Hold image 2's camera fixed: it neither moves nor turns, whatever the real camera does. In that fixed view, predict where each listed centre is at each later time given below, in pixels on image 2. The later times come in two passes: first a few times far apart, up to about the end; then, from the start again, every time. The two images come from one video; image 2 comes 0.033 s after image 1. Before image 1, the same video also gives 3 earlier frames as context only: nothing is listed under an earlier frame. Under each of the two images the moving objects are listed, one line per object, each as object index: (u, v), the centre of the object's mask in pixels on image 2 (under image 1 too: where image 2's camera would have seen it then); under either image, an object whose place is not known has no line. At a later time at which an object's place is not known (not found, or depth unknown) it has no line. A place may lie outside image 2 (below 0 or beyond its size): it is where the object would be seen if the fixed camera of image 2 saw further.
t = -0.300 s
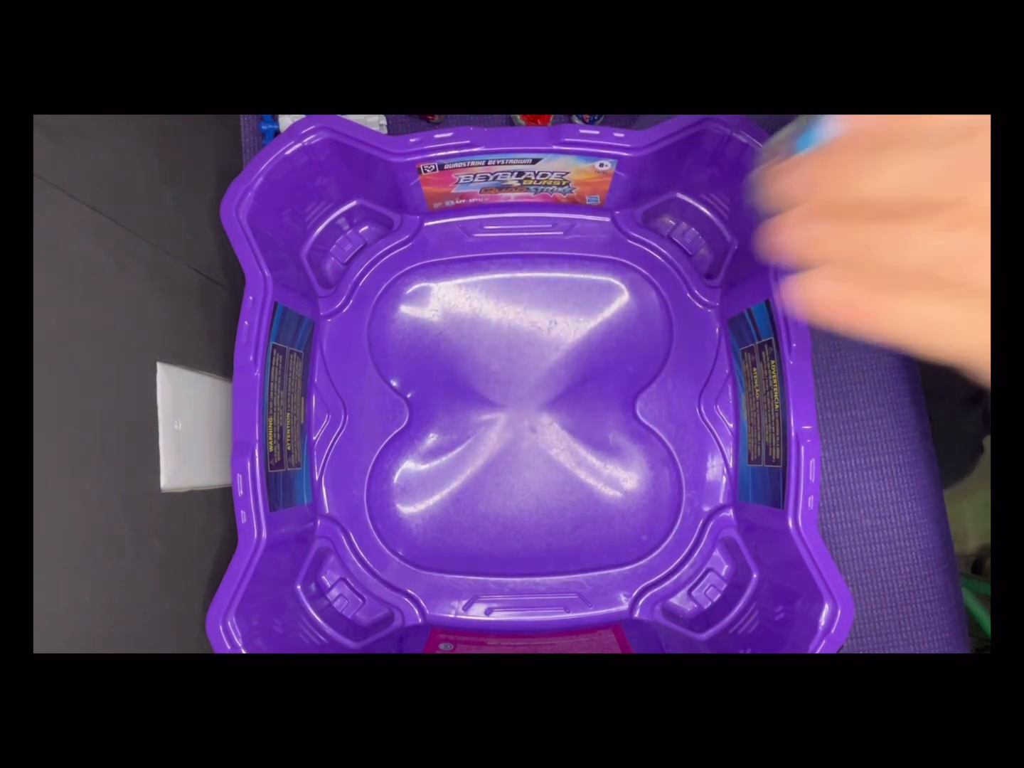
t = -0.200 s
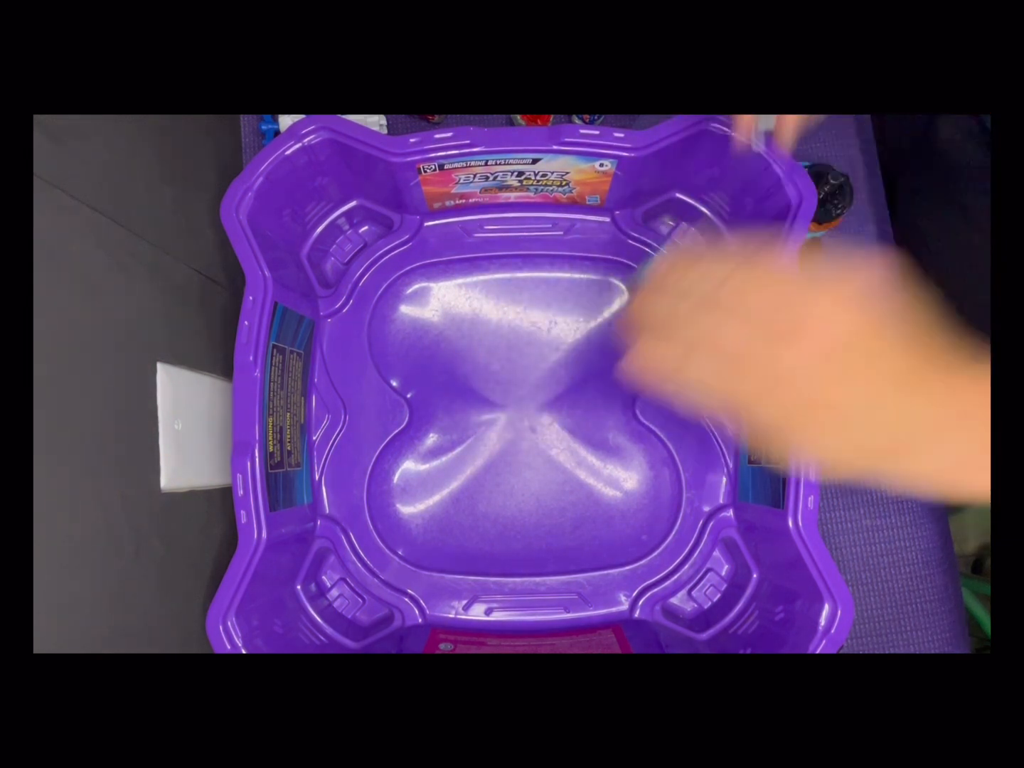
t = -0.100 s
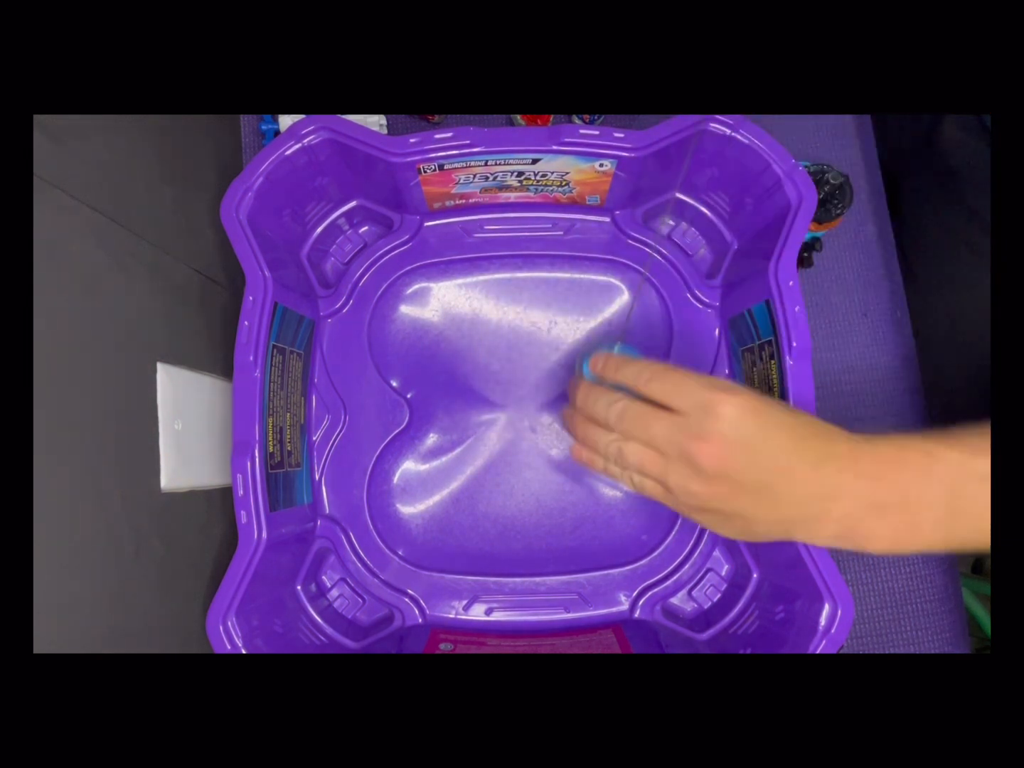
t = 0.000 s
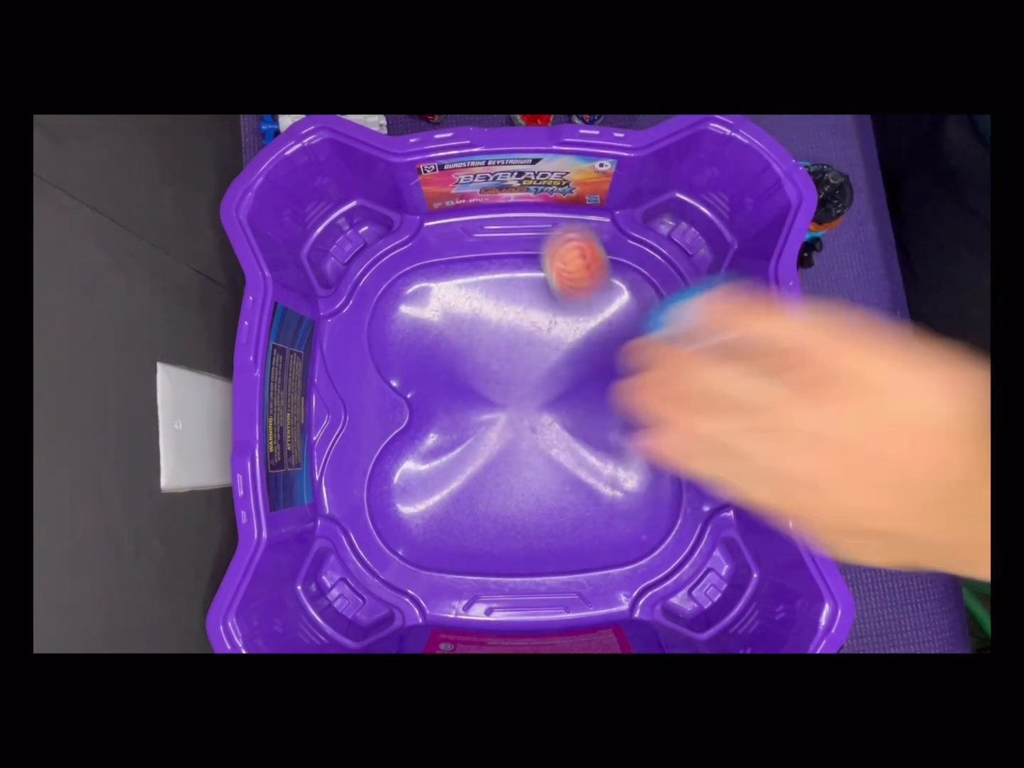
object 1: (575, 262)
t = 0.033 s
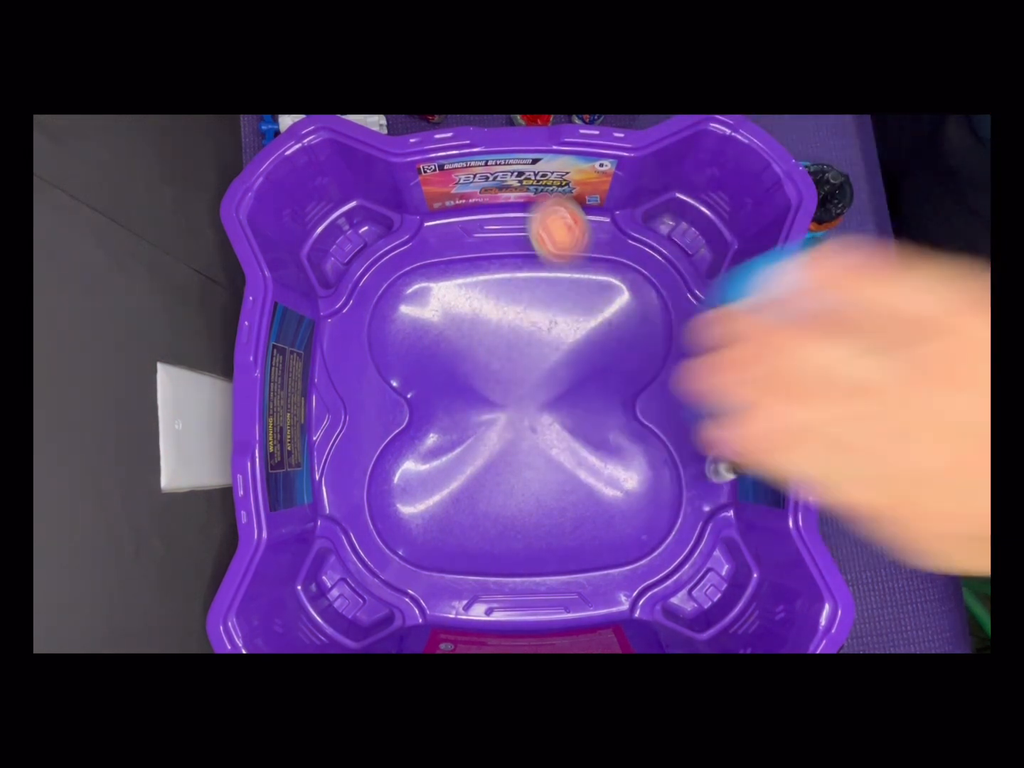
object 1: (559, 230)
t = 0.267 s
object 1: (460, 335)
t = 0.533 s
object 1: (543, 485)
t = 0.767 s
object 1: (672, 485)
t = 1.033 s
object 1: (542, 434)
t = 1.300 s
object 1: (543, 486)
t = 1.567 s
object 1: (672, 522)
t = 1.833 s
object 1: (542, 432)
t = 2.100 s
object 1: (459, 522)
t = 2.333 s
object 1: (543, 553)
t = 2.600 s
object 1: (602, 474)
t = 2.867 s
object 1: (464, 455)
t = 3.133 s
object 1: (429, 559)
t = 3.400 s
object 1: (543, 456)
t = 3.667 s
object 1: (459, 343)
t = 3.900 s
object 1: (391, 366)
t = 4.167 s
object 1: (531, 395)
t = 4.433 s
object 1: (545, 301)
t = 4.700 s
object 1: (420, 292)
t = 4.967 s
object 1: (482, 396)
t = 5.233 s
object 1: (604, 359)
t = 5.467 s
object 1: (583, 281)
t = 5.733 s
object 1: (495, 376)
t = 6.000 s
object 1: (562, 480)
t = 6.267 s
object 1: (648, 463)
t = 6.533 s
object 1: (519, 430)
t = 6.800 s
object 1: (489, 517)
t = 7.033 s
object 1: (580, 537)
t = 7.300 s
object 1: (578, 436)
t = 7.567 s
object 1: (469, 407)
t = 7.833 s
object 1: (422, 501)
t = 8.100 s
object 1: (507, 476)
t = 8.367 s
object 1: (509, 369)
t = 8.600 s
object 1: (436, 317)
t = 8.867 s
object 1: (458, 381)
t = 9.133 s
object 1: (558, 359)
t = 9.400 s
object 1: (514, 305)
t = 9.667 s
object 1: (473, 382)
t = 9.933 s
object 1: (564, 450)
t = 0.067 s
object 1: (542, 224)
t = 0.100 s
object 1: (525, 241)
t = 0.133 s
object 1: (510, 251)
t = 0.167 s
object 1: (495, 267)
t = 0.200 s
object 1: (480, 287)
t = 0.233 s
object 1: (467, 313)
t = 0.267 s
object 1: (460, 335)
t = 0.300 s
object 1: (453, 361)
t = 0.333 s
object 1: (457, 380)
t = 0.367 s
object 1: (462, 399)
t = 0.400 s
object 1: (469, 422)
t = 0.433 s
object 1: (485, 442)
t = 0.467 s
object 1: (502, 460)
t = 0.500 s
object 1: (520, 472)
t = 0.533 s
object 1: (543, 485)
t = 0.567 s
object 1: (567, 497)
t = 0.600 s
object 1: (594, 507)
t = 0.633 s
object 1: (622, 516)
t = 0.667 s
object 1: (649, 517)
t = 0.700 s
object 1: (667, 509)
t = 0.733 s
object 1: (680, 498)
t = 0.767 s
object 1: (672, 485)
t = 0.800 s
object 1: (657, 470)
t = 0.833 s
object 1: (640, 458)
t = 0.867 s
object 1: (621, 448)
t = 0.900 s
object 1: (604, 442)
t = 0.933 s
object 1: (587, 438)
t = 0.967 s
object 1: (570, 435)
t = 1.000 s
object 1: (555, 435)
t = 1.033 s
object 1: (542, 434)
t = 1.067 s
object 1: (532, 436)
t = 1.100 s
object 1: (525, 439)
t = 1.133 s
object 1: (521, 443)
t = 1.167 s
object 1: (520, 449)
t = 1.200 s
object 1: (522, 456)
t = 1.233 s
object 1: (526, 465)
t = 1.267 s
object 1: (533, 475)
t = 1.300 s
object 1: (543, 486)
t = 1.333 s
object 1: (554, 499)
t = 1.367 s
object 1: (569, 512)
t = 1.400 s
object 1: (585, 523)
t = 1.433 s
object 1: (604, 533)
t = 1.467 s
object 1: (623, 540)
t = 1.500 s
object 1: (643, 543)
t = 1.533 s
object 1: (661, 538)
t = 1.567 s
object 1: (672, 522)
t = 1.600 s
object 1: (673, 500)
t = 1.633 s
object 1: (669, 476)
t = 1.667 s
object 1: (658, 455)
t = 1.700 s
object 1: (638, 439)
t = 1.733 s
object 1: (615, 432)
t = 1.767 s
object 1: (590, 428)
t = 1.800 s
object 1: (566, 428)
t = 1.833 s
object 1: (542, 432)
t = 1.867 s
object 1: (522, 438)
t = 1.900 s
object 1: (505, 445)
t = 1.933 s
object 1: (490, 455)
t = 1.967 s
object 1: (478, 466)
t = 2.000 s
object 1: (468, 478)
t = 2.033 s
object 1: (462, 492)
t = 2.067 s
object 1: (460, 508)
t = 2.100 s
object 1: (459, 522)
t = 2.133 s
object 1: (462, 537)
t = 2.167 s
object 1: (468, 549)
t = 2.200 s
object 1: (479, 560)
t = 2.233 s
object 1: (492, 565)
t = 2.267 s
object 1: (508, 564)
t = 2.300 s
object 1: (526, 561)
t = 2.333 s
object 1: (543, 553)
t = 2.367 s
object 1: (559, 543)
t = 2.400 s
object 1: (575, 534)
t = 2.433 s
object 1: (589, 523)
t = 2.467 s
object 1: (599, 515)
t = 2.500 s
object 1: (608, 506)
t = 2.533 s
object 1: (612, 496)
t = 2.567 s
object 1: (610, 485)
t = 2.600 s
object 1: (602, 474)
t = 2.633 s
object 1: (589, 464)
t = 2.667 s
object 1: (573, 457)
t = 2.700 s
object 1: (553, 450)
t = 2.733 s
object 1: (535, 447)
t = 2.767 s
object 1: (517, 447)
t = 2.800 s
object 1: (498, 447)
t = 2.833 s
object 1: (481, 450)
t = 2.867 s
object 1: (464, 455)
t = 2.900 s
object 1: (448, 464)
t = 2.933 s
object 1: (432, 476)
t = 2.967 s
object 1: (418, 492)
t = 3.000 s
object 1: (407, 507)
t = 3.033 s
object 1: (401, 525)
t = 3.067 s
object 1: (403, 541)
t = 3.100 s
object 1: (413, 552)
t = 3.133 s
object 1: (429, 559)
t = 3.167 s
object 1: (450, 559)
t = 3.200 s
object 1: (472, 554)
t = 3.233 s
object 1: (494, 546)
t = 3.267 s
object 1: (512, 532)
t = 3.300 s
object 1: (526, 515)
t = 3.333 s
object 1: (536, 497)
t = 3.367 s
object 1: (541, 476)
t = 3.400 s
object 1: (543, 456)
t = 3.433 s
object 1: (541, 437)
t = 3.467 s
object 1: (535, 420)
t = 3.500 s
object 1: (527, 405)
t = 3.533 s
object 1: (517, 390)
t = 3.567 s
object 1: (504, 377)
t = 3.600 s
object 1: (490, 364)
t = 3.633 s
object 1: (475, 352)
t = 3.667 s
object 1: (459, 343)
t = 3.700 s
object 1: (443, 337)
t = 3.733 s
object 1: (427, 333)
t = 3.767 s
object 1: (412, 332)
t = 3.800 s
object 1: (398, 336)
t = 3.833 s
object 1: (389, 343)
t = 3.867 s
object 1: (386, 353)
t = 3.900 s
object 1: (391, 366)
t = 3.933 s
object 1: (404, 377)
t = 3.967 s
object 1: (423, 385)
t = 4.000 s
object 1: (442, 391)
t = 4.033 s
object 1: (462, 397)
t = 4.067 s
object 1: (482, 401)
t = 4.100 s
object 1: (501, 402)
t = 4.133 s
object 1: (518, 400)
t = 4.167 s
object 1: (531, 395)
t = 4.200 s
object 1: (542, 388)
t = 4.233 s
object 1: (550, 379)
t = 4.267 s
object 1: (555, 368)
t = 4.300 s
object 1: (558, 356)
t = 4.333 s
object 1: (558, 342)
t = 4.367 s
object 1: (556, 327)
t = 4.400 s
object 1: (552, 314)
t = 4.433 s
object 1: (545, 301)
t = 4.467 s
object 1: (535, 290)
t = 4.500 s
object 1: (523, 281)
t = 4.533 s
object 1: (509, 274)
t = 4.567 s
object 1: (492, 271)
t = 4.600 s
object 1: (475, 271)
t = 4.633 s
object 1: (456, 275)
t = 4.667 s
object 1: (437, 283)
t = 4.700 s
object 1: (420, 292)
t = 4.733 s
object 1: (406, 305)
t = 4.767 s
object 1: (398, 322)
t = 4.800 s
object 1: (399, 340)
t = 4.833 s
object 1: (408, 357)
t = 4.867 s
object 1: (422, 369)
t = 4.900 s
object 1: (441, 379)
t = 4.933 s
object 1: (461, 388)
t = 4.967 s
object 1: (482, 396)
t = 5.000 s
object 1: (503, 403)
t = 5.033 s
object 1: (523, 406)
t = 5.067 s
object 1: (542, 407)
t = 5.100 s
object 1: (558, 404)
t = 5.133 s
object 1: (572, 397)
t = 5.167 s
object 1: (584, 386)
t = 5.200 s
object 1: (595, 373)
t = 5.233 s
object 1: (604, 359)
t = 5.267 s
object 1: (613, 344)
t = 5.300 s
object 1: (620, 328)
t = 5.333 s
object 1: (623, 312)
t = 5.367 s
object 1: (621, 298)
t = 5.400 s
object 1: (612, 287)
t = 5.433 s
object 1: (599, 282)
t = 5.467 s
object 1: (583, 281)
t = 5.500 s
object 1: (566, 284)
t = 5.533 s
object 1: (550, 290)
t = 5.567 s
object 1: (534, 299)
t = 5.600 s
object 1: (520, 311)
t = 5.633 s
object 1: (508, 326)
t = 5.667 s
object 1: (500, 343)
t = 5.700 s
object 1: (496, 359)
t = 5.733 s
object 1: (495, 376)
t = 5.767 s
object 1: (496, 391)
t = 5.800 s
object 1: (501, 405)
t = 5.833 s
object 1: (509, 421)
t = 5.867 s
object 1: (516, 435)
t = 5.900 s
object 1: (526, 448)
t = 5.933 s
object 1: (536, 460)
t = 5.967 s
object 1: (549, 470)
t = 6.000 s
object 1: (562, 480)
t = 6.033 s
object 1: (576, 488)
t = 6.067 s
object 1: (592, 494)
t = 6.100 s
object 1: (608, 498)
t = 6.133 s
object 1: (623, 499)
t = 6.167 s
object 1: (636, 495)
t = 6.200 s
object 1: (645, 487)
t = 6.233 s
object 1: (650, 476)
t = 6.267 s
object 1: (648, 463)
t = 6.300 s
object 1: (639, 452)
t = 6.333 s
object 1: (624, 444)
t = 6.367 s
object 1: (606, 438)
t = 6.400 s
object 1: (588, 432)
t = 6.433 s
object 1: (568, 427)
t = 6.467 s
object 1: (550, 425)
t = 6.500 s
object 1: (533, 426)
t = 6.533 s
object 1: (519, 430)
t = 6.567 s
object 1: (507, 435)
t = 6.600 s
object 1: (497, 444)
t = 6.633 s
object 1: (490, 456)
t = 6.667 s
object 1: (485, 467)
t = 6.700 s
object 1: (483, 480)
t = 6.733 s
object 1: (483, 493)
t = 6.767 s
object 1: (485, 505)
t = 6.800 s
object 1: (489, 517)
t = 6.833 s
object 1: (497, 527)
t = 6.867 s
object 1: (507, 536)
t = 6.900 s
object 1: (520, 542)
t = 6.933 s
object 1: (534, 545)
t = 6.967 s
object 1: (549, 545)
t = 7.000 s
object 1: (565, 543)
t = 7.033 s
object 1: (580, 537)
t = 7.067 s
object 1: (594, 531)
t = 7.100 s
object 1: (606, 521)
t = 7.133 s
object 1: (616, 508)
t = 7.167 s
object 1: (620, 492)
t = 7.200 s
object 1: (618, 476)
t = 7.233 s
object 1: (607, 461)
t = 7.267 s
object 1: (594, 448)
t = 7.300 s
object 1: (578, 436)
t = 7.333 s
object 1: (561, 426)
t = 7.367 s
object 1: (544, 417)
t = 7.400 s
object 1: (528, 410)
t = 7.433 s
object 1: (513, 405)
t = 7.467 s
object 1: (498, 402)
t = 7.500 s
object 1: (486, 401)
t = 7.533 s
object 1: (476, 402)
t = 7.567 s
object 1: (469, 407)
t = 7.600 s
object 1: (462, 414)
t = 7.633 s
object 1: (456, 423)
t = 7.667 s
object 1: (449, 433)
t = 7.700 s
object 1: (443, 445)
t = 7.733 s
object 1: (438, 459)
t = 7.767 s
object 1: (431, 473)
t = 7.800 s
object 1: (424, 488)
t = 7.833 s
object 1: (422, 501)
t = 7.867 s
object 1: (425, 513)
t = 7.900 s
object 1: (434, 521)
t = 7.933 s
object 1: (446, 524)
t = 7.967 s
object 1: (460, 519)
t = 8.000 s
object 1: (474, 512)
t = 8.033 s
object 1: (487, 502)
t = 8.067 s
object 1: (498, 490)
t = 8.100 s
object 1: (507, 476)
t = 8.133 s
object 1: (513, 462)
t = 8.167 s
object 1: (518, 448)
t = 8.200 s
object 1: (520, 435)
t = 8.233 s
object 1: (520, 421)
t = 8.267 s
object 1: (519, 407)
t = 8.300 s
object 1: (516, 394)
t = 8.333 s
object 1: (513, 382)
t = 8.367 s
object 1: (509, 369)
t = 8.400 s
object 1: (503, 357)
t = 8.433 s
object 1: (495, 347)
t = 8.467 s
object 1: (486, 337)
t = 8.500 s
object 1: (475, 330)
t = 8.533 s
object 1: (463, 323)
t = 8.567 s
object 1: (450, 319)
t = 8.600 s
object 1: (436, 317)
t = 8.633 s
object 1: (423, 318)
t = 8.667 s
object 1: (412, 325)
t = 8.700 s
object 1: (406, 335)
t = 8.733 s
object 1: (406, 347)
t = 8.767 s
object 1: (413, 359)
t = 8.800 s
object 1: (425, 368)
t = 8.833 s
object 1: (441, 375)
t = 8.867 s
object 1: (458, 381)
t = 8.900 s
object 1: (477, 388)
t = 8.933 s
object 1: (495, 392)
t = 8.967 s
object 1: (511, 392)
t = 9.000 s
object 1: (524, 390)
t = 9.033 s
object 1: (535, 386)
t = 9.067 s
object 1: (545, 379)
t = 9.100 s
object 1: (552, 370)
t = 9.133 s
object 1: (558, 359)
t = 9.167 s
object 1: (561, 349)
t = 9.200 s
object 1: (562, 338)
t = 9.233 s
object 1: (560, 328)
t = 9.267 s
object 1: (554, 320)
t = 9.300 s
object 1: (547, 313)
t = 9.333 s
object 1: (537, 308)
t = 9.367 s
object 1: (526, 305)
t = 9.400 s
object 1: (514, 305)
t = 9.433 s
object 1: (501, 308)
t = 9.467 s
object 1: (489, 314)
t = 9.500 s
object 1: (479, 323)
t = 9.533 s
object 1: (470, 334)
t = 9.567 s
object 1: (464, 345)
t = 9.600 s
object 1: (462, 358)
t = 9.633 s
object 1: (465, 369)
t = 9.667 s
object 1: (473, 382)
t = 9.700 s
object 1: (482, 394)
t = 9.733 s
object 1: (494, 405)
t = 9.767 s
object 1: (505, 417)
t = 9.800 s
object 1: (516, 427)
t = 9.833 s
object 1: (528, 435)
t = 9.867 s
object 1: (540, 440)
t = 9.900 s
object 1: (552, 446)
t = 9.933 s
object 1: (564, 450)
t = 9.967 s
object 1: (576, 451)
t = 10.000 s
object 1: (585, 449)
